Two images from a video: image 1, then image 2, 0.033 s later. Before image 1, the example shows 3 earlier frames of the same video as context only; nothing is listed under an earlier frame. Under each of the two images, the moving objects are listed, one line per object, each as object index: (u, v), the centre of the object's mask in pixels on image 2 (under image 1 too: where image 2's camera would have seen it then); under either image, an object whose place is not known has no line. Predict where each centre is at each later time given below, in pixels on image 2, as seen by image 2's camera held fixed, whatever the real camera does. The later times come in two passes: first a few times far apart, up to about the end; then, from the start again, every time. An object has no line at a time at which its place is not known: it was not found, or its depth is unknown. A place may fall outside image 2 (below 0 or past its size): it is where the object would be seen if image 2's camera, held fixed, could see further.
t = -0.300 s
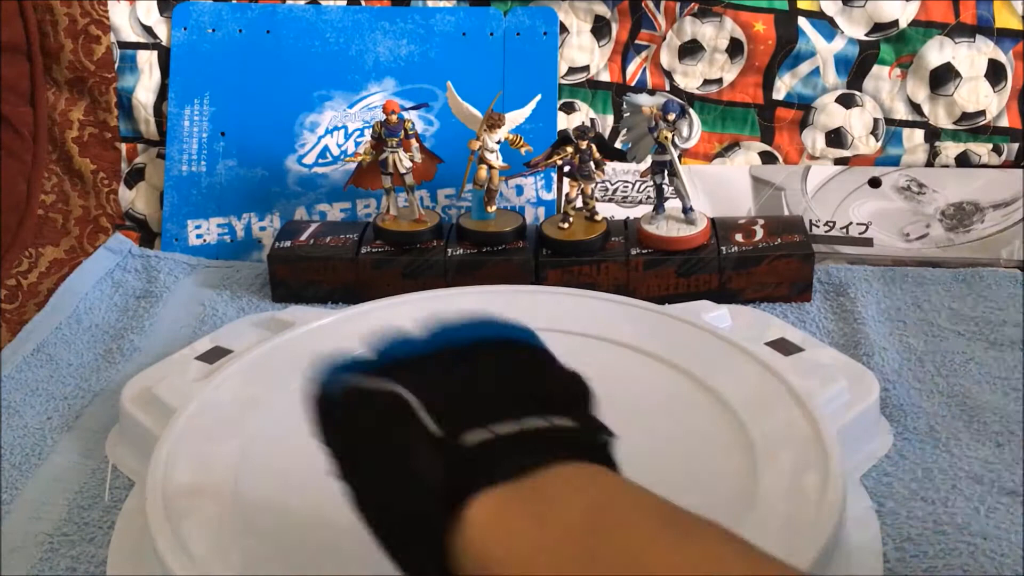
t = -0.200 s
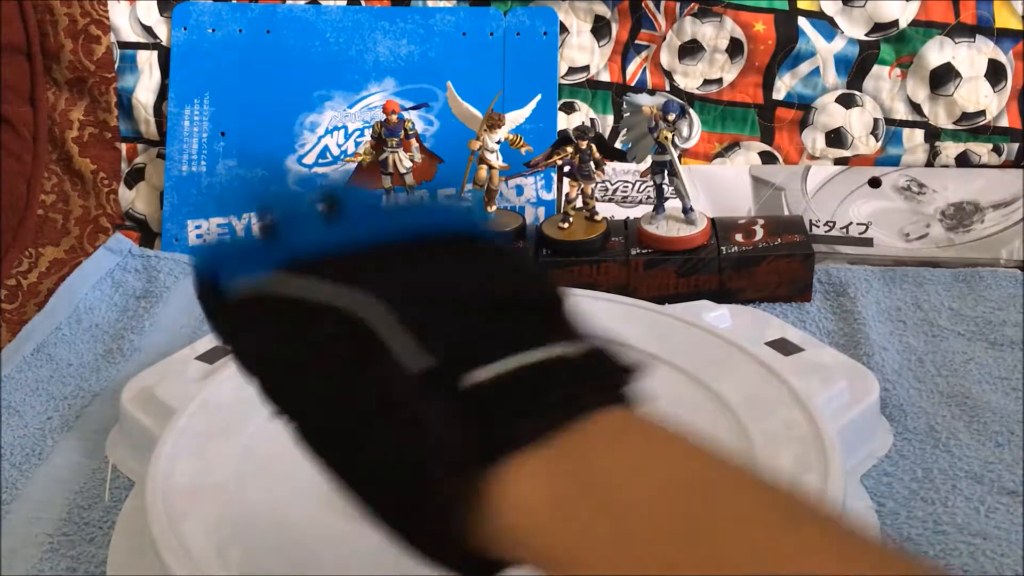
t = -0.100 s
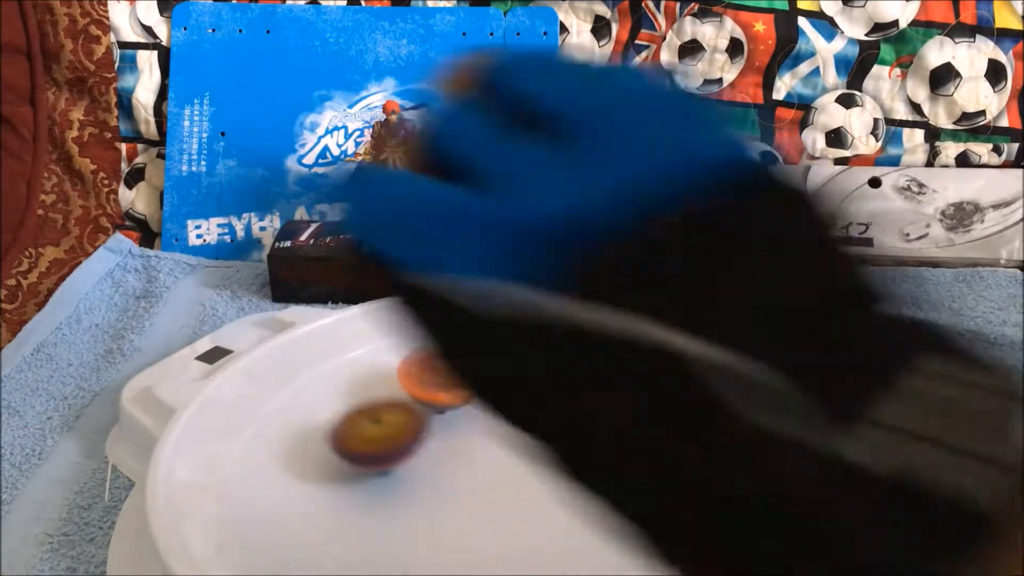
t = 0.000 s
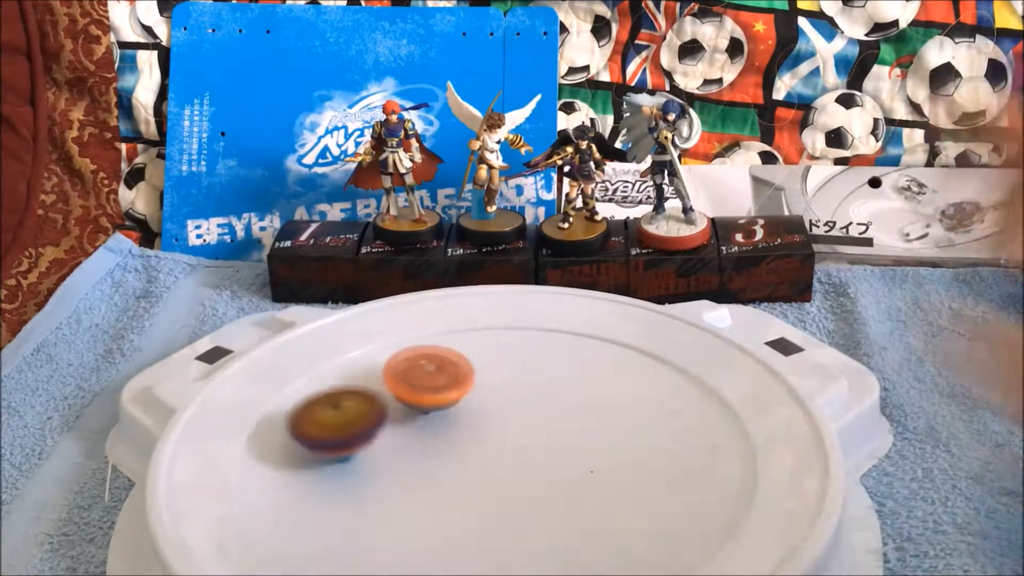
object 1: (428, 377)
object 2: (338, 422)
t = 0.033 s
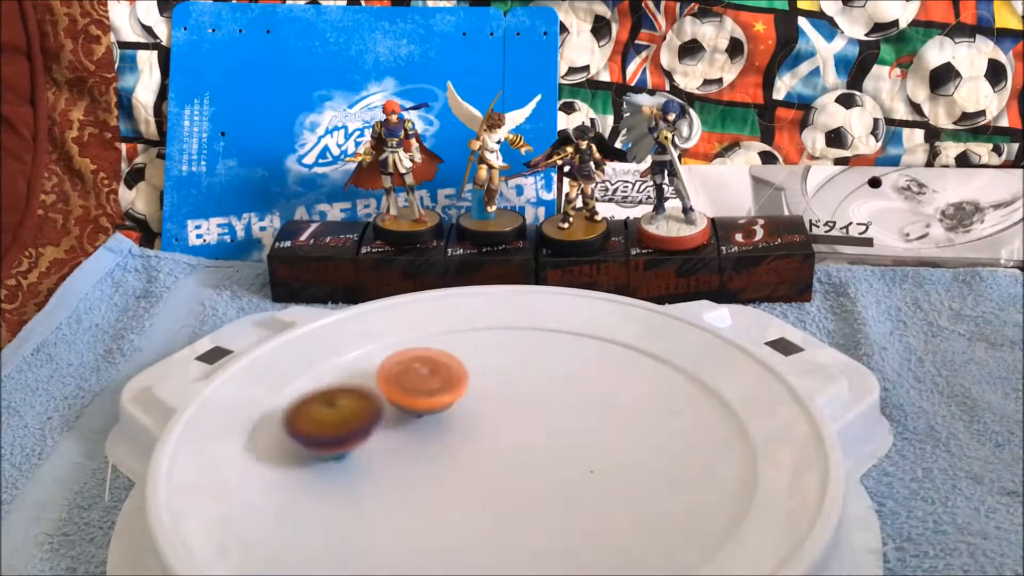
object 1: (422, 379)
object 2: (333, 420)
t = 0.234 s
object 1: (440, 398)
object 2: (351, 441)
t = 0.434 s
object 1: (482, 396)
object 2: (490, 482)
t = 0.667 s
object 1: (511, 376)
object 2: (631, 416)
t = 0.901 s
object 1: (477, 377)
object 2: (533, 327)
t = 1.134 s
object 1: (477, 413)
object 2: (322, 357)
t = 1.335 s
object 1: (522, 426)
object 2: (280, 492)
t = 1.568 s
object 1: (550, 416)
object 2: (652, 520)
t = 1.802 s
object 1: (530, 409)
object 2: (622, 329)
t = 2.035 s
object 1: (503, 424)
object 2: (274, 395)
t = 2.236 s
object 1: (490, 439)
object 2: (475, 555)
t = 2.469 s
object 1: (496, 447)
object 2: (734, 386)
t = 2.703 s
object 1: (497, 437)
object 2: (380, 320)
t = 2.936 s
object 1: (472, 424)
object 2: (292, 497)
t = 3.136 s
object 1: (446, 422)
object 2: (644, 522)
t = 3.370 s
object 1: (444, 426)
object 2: (644, 321)
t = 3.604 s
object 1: (467, 419)
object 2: (338, 345)
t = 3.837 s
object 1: (478, 401)
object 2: (352, 490)
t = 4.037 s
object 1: (475, 389)
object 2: (634, 491)
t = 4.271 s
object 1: (474, 390)
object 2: (669, 335)
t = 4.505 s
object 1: (487, 401)
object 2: (417, 315)
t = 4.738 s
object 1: (509, 407)
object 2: (328, 437)
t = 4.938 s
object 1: (521, 410)
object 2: (497, 511)
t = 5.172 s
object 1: (522, 413)
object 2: (630, 416)
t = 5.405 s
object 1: (474, 431)
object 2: (525, 321)
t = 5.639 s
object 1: (467, 451)
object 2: (389, 399)
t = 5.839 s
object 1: (538, 473)
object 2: (350, 424)
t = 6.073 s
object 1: (544, 435)
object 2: (410, 430)
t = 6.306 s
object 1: (559, 400)
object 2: (404, 377)
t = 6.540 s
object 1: (514, 376)
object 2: (396, 375)
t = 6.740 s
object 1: (686, 371)
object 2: (251, 382)
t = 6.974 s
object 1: (622, 398)
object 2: (237, 403)
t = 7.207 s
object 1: (492, 437)
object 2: (400, 422)
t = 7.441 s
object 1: (528, 495)
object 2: (439, 343)
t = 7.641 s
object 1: (515, 506)
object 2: (468, 320)
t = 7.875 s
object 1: (471, 496)
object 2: (515, 352)
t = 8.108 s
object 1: (434, 460)
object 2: (559, 411)
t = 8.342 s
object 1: (424, 420)
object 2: (567, 463)
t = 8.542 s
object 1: (430, 388)
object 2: (537, 479)
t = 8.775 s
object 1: (463, 363)
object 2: (477, 458)
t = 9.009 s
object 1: (507, 358)
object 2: (428, 415)
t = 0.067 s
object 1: (417, 383)
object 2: (333, 417)
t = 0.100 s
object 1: (419, 387)
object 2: (330, 420)
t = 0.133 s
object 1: (424, 389)
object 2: (330, 425)
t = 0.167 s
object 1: (429, 392)
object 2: (333, 428)
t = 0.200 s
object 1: (434, 395)
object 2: (341, 434)
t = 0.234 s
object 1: (440, 398)
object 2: (351, 441)
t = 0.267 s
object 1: (447, 399)
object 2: (367, 446)
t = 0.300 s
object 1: (454, 400)
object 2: (387, 456)
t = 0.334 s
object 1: (461, 400)
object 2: (408, 463)
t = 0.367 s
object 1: (468, 399)
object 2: (433, 470)
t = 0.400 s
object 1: (475, 398)
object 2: (460, 478)
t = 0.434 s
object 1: (482, 396)
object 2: (490, 482)
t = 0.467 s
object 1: (488, 394)
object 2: (522, 483)
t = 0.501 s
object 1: (495, 392)
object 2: (553, 480)
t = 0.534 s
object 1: (500, 389)
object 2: (580, 472)
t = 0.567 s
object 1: (504, 385)
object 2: (602, 460)
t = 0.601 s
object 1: (508, 382)
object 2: (617, 447)
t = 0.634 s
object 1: (510, 379)
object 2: (626, 431)
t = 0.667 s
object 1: (511, 376)
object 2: (631, 416)
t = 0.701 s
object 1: (511, 374)
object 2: (627, 400)
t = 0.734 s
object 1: (509, 373)
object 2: (618, 384)
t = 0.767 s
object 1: (506, 373)
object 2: (604, 369)
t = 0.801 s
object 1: (497, 373)
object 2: (592, 355)
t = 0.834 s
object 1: (488, 374)
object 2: (576, 344)
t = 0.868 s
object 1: (482, 376)
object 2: (556, 333)
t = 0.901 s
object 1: (477, 377)
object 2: (533, 327)
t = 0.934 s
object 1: (471, 380)
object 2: (505, 321)
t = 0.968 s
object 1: (467, 384)
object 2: (478, 319)
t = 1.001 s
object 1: (465, 390)
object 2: (446, 320)
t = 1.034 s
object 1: (465, 396)
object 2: (414, 325)
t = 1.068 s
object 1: (468, 402)
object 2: (383, 332)
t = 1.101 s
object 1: (472, 408)
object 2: (350, 343)
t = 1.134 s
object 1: (477, 413)
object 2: (322, 357)
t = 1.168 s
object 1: (484, 418)
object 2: (296, 374)
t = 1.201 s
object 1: (492, 421)
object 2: (276, 394)
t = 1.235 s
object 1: (500, 423)
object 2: (261, 419)
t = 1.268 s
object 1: (508, 425)
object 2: (256, 442)
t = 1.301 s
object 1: (515, 426)
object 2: (262, 469)
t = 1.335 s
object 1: (522, 426)
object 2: (280, 492)
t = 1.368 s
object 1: (528, 426)
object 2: (311, 518)
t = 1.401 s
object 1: (535, 425)
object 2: (357, 538)
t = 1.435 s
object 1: (540, 424)
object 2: (411, 545)
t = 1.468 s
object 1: (544, 422)
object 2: (475, 548)
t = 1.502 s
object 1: (547, 420)
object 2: (535, 547)
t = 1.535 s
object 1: (549, 419)
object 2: (599, 539)
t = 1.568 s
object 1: (550, 416)
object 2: (652, 520)
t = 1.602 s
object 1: (549, 414)
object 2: (695, 494)
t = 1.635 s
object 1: (548, 413)
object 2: (721, 463)
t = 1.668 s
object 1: (545, 410)
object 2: (738, 432)
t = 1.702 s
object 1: (541, 409)
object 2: (742, 396)
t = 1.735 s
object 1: (537, 407)
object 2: (711, 370)
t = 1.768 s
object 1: (534, 407)
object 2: (668, 352)
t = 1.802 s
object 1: (530, 409)
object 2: (622, 329)
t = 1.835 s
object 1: (527, 410)
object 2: (576, 304)
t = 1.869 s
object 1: (523, 412)
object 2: (522, 299)
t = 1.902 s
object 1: (520, 414)
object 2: (460, 303)
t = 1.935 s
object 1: (516, 417)
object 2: (398, 316)
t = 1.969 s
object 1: (511, 420)
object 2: (342, 335)
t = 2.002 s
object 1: (507, 422)
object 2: (302, 360)
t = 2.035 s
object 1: (503, 424)
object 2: (274, 395)
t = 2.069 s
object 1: (499, 426)
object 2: (251, 432)
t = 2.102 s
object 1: (496, 429)
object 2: (250, 464)
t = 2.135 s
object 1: (494, 432)
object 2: (280, 502)
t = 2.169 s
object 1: (492, 435)
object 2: (324, 532)
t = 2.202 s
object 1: (491, 437)
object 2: (394, 550)
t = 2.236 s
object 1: (490, 439)
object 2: (475, 555)
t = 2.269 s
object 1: (490, 442)
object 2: (552, 553)
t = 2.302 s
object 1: (491, 443)
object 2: (624, 544)
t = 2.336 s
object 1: (492, 444)
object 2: (681, 524)
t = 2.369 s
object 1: (493, 446)
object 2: (721, 492)
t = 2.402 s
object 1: (494, 447)
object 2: (744, 456)
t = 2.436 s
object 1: (494, 447)
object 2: (746, 421)
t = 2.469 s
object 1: (496, 447)
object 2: (734, 386)
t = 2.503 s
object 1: (497, 446)
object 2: (702, 357)
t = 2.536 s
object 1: (498, 445)
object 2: (663, 332)
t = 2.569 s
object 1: (498, 444)
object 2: (612, 313)
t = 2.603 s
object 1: (499, 442)
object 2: (554, 303)
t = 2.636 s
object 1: (499, 441)
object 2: (494, 299)
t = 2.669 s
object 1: (498, 439)
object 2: (432, 308)
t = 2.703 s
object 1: (497, 437)
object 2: (380, 320)
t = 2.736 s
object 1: (495, 435)
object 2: (336, 340)
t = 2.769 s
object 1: (493, 433)
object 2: (296, 361)
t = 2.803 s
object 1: (490, 430)
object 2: (272, 387)
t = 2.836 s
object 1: (485, 429)
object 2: (262, 414)
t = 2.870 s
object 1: (481, 427)
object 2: (260, 444)
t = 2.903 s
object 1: (476, 426)
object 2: (269, 470)
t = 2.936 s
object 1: (472, 424)
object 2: (292, 497)
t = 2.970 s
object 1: (468, 423)
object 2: (332, 522)
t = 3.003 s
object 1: (463, 422)
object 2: (387, 538)
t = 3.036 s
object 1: (458, 422)
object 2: (454, 544)
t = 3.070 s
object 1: (454, 422)
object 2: (526, 544)
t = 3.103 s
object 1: (450, 422)
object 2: (588, 537)
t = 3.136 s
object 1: (446, 422)
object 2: (644, 522)
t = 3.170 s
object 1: (444, 422)
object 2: (693, 495)
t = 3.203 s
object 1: (442, 423)
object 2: (731, 462)
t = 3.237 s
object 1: (441, 424)
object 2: (750, 428)
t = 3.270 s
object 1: (440, 424)
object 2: (732, 402)
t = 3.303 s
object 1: (441, 425)
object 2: (710, 373)
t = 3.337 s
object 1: (442, 426)
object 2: (682, 345)
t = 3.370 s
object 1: (444, 426)
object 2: (644, 321)
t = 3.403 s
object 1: (447, 426)
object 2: (596, 316)
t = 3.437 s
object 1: (450, 426)
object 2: (550, 304)
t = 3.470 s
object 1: (454, 425)
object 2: (502, 300)
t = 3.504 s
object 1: (457, 424)
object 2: (452, 313)
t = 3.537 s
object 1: (461, 423)
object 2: (414, 320)
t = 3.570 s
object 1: (464, 421)
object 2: (374, 330)
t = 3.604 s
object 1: (467, 419)
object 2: (338, 345)
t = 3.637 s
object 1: (470, 417)
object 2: (318, 361)
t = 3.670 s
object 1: (472, 414)
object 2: (296, 379)
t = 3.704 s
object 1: (474, 411)
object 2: (286, 401)
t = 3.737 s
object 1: (476, 408)
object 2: (286, 424)
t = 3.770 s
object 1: (477, 406)
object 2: (295, 444)
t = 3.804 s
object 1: (478, 403)
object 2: (317, 469)
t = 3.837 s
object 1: (478, 401)
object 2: (352, 490)
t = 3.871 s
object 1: (478, 398)
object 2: (386, 506)
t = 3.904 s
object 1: (478, 396)
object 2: (442, 518)
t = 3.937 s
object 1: (477, 394)
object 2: (491, 519)
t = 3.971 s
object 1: (477, 392)
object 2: (543, 518)
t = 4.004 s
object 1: (476, 390)
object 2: (597, 505)
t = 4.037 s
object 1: (475, 389)
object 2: (634, 491)
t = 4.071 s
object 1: (475, 388)
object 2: (674, 468)
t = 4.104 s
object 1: (475, 388)
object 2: (695, 444)
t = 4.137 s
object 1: (475, 388)
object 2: (710, 420)
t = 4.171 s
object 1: (474, 388)
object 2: (711, 394)
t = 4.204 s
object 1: (474, 388)
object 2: (709, 372)
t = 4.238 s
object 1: (474, 390)
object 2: (690, 349)
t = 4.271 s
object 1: (474, 390)
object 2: (669, 335)
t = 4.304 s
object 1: (475, 392)
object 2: (626, 323)
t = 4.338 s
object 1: (477, 394)
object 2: (596, 315)
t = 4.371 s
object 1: (479, 395)
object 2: (553, 308)
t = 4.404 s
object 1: (481, 396)
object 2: (523, 304)
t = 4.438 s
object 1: (482, 398)
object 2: (482, 304)
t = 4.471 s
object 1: (485, 399)
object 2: (455, 308)
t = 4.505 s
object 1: (487, 401)
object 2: (417, 315)
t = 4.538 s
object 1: (490, 402)
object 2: (394, 324)
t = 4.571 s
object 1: (493, 403)
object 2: (364, 338)
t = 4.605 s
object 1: (496, 404)
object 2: (346, 356)
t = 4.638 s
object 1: (499, 405)
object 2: (328, 373)
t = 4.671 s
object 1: (502, 406)
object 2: (323, 392)
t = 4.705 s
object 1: (506, 406)
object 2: (320, 417)
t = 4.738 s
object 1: (509, 407)
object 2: (328, 437)
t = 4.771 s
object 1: (511, 408)
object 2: (343, 460)
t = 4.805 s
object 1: (513, 409)
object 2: (366, 476)
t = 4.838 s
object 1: (516, 409)
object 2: (396, 494)
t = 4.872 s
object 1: (518, 409)
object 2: (425, 503)
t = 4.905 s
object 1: (520, 409)
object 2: (467, 510)
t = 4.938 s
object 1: (521, 410)
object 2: (497, 511)
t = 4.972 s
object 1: (522, 410)
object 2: (538, 504)
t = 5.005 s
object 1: (523, 410)
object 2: (566, 498)
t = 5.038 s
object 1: (523, 411)
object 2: (593, 483)
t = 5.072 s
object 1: (523, 412)
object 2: (613, 470)
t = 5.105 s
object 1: (523, 412)
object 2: (622, 453)
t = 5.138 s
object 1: (522, 413)
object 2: (630, 433)
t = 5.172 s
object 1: (522, 413)
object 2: (630, 416)
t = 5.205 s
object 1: (521, 413)
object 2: (619, 396)
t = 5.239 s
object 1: (514, 415)
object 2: (615, 378)
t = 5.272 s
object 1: (501, 419)
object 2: (608, 362)
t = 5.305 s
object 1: (491, 421)
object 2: (592, 345)
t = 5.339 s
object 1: (484, 424)
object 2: (576, 333)
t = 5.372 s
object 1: (478, 427)
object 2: (554, 326)
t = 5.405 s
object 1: (474, 431)
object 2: (525, 321)
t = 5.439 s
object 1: (470, 433)
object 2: (503, 321)
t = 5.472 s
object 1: (468, 438)
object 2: (475, 328)
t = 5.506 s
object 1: (465, 440)
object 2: (446, 336)
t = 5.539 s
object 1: (465, 444)
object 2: (427, 347)
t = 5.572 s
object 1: (465, 446)
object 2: (409, 363)
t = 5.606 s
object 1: (465, 449)
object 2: (394, 381)
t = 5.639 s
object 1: (467, 451)
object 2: (389, 399)
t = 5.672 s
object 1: (472, 453)
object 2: (389, 416)
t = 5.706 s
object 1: (494, 464)
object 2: (371, 416)
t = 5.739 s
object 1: (510, 471)
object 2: (359, 421)
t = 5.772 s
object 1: (522, 475)
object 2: (356, 420)
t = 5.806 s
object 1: (531, 475)
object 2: (353, 422)
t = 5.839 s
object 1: (538, 473)
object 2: (350, 424)
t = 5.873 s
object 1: (543, 470)
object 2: (351, 426)
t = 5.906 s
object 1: (547, 465)
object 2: (355, 428)
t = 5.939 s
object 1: (549, 460)
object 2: (362, 430)
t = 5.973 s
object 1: (550, 454)
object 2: (371, 433)
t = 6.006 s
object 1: (550, 447)
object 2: (382, 433)
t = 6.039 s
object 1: (547, 442)
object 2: (394, 434)
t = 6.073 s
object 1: (544, 435)
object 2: (410, 430)
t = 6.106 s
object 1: (540, 430)
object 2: (429, 428)
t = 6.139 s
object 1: (542, 425)
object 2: (437, 422)
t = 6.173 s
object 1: (556, 421)
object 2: (430, 411)
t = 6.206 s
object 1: (562, 416)
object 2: (422, 402)
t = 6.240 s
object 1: (563, 410)
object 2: (414, 391)
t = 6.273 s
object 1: (562, 405)
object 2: (408, 384)
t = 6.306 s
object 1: (559, 400)
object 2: (404, 377)
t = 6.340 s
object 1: (555, 395)
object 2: (399, 372)
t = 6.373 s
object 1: (551, 390)
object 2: (395, 368)
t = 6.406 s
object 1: (544, 386)
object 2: (392, 366)
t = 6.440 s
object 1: (538, 383)
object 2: (389, 366)
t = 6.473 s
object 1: (530, 380)
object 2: (390, 368)
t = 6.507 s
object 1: (522, 378)
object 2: (392, 370)
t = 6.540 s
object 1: (514, 376)
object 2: (396, 375)
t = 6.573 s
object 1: (506, 376)
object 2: (401, 379)
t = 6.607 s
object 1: (521, 379)
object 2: (385, 382)
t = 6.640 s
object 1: (575, 378)
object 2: (334, 376)
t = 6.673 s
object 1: (621, 377)
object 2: (290, 371)
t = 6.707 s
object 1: (659, 374)
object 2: (269, 373)
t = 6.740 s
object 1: (686, 371)
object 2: (251, 382)
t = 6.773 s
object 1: (704, 367)
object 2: (239, 388)
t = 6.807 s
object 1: (712, 367)
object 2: (228, 394)
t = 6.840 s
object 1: (702, 372)
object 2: (221, 398)
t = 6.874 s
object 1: (686, 379)
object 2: (218, 401)
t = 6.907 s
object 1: (666, 386)
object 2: (220, 403)
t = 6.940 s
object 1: (645, 392)
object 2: (227, 404)
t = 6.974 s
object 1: (622, 398)
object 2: (237, 403)
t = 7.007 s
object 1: (599, 405)
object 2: (250, 404)
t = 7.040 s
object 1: (578, 410)
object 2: (265, 410)
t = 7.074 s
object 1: (557, 416)
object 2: (286, 415)
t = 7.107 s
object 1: (538, 421)
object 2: (309, 420)
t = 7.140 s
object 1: (520, 426)
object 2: (337, 424)
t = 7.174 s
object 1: (504, 432)
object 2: (369, 425)
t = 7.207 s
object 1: (492, 437)
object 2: (400, 422)
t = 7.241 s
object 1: (501, 448)
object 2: (411, 406)
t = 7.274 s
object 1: (512, 462)
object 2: (414, 392)
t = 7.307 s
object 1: (519, 473)
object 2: (420, 380)
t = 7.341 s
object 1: (523, 481)
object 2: (429, 369)
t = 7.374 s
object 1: (524, 487)
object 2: (431, 357)
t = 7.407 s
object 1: (526, 491)
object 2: (432, 348)
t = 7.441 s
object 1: (528, 495)
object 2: (439, 343)
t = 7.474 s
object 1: (528, 498)
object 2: (443, 335)
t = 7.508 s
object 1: (527, 501)
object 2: (444, 328)
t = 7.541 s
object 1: (525, 503)
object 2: (450, 327)
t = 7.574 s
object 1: (523, 505)
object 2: (459, 323)
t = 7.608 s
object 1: (519, 505)
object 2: (463, 318)
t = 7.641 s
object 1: (515, 506)
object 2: (468, 320)
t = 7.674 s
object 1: (511, 506)
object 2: (479, 320)
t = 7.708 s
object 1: (506, 506)
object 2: (485, 320)
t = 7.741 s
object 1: (499, 505)
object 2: (489, 325)
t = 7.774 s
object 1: (492, 504)
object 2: (499, 331)
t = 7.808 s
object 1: (485, 502)
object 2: (504, 334)
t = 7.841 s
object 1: (478, 499)
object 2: (506, 343)
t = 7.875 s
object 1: (471, 496)
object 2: (515, 352)
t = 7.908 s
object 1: (463, 492)
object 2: (520, 358)
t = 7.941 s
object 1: (457, 488)
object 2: (523, 369)
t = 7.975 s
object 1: (451, 483)
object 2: (533, 379)
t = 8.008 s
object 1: (446, 478)
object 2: (540, 385)
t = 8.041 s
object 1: (441, 472)
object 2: (543, 396)
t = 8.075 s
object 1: (437, 466)
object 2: (553, 405)
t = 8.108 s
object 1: (434, 460)
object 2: (559, 411)
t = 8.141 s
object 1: (432, 454)
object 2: (560, 421)
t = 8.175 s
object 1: (430, 448)
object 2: (568, 429)
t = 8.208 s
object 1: (428, 442)
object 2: (570, 435)
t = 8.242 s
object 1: (427, 437)
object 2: (569, 445)
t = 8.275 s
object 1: (426, 431)
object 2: (574, 450)
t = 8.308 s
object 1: (425, 425)
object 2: (570, 455)
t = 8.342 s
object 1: (424, 420)
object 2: (567, 463)
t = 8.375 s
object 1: (424, 414)
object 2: (568, 466)
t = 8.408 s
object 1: (424, 408)
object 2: (560, 470)
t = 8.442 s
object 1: (425, 403)
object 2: (556, 475)
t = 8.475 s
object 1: (426, 398)
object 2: (550, 475)
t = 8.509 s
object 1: (428, 393)
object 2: (539, 478)
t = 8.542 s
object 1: (430, 388)
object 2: (537, 479)
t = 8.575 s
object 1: (433, 383)
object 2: (526, 477)
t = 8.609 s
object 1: (437, 378)
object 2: (516, 478)
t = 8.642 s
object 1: (441, 375)
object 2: (512, 476)
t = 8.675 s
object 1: (447, 371)
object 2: (500, 473)
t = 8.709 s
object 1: (452, 368)
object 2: (498, 470)
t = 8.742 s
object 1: (458, 365)
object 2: (487, 463)
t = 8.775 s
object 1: (463, 363)
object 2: (477, 458)
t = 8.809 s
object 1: (469, 360)
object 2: (472, 452)
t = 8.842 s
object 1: (475, 359)
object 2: (461, 446)
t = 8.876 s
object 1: (482, 357)
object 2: (457, 442)
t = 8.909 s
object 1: (488, 356)
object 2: (448, 433)
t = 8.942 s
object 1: (495, 357)
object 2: (440, 429)
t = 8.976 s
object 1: (502, 357)
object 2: (437, 421)
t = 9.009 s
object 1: (507, 358)
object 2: (428, 415)
